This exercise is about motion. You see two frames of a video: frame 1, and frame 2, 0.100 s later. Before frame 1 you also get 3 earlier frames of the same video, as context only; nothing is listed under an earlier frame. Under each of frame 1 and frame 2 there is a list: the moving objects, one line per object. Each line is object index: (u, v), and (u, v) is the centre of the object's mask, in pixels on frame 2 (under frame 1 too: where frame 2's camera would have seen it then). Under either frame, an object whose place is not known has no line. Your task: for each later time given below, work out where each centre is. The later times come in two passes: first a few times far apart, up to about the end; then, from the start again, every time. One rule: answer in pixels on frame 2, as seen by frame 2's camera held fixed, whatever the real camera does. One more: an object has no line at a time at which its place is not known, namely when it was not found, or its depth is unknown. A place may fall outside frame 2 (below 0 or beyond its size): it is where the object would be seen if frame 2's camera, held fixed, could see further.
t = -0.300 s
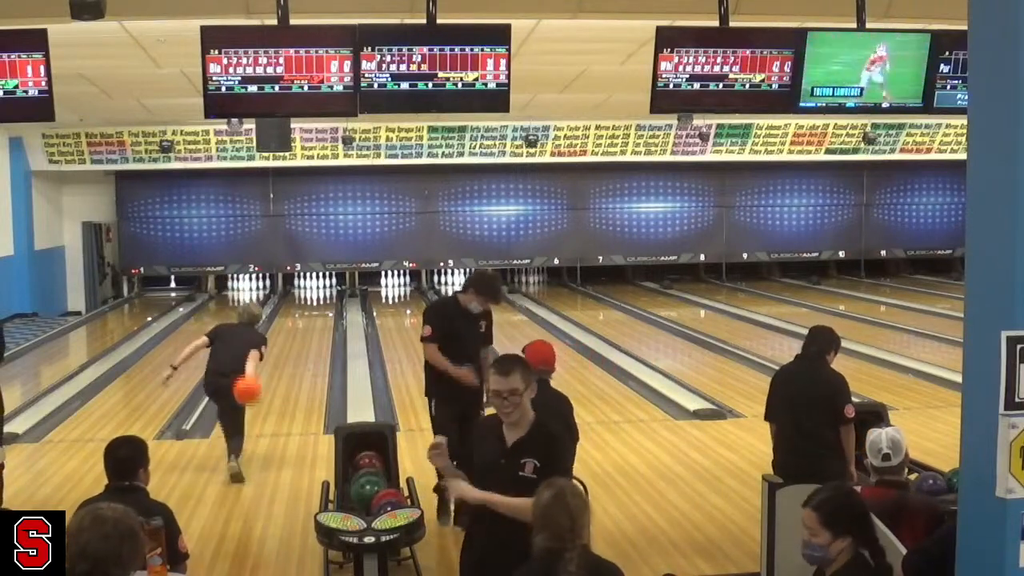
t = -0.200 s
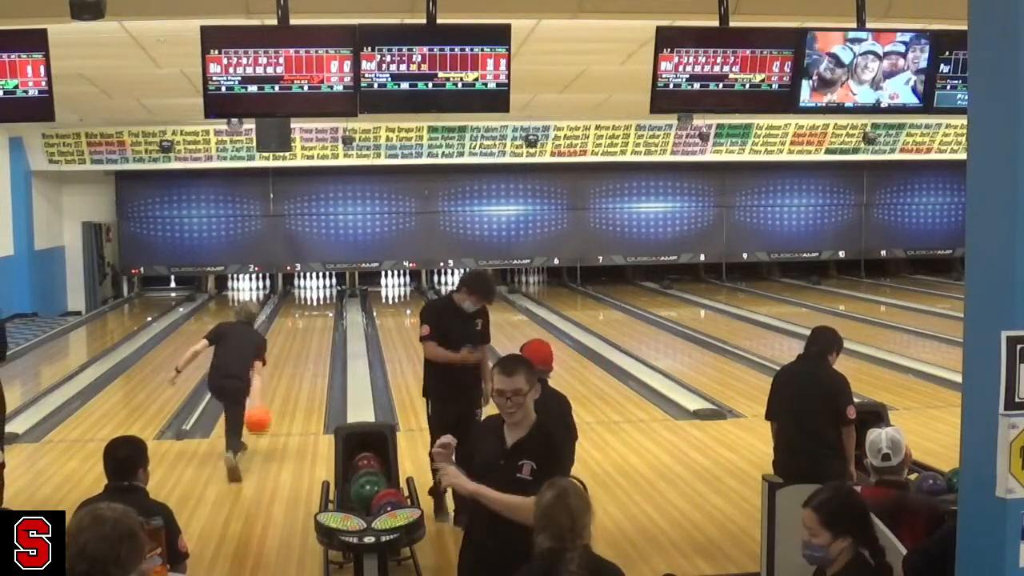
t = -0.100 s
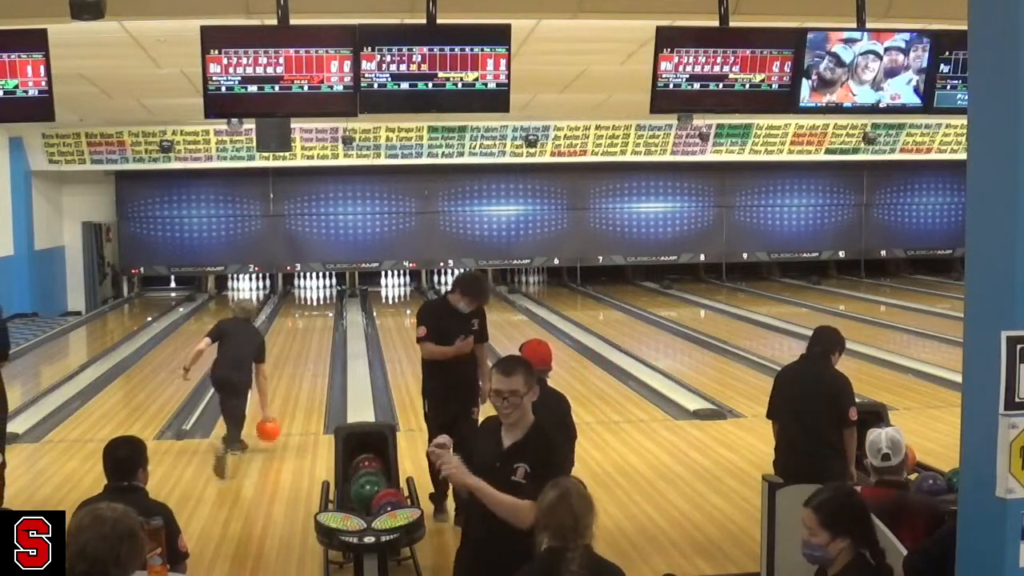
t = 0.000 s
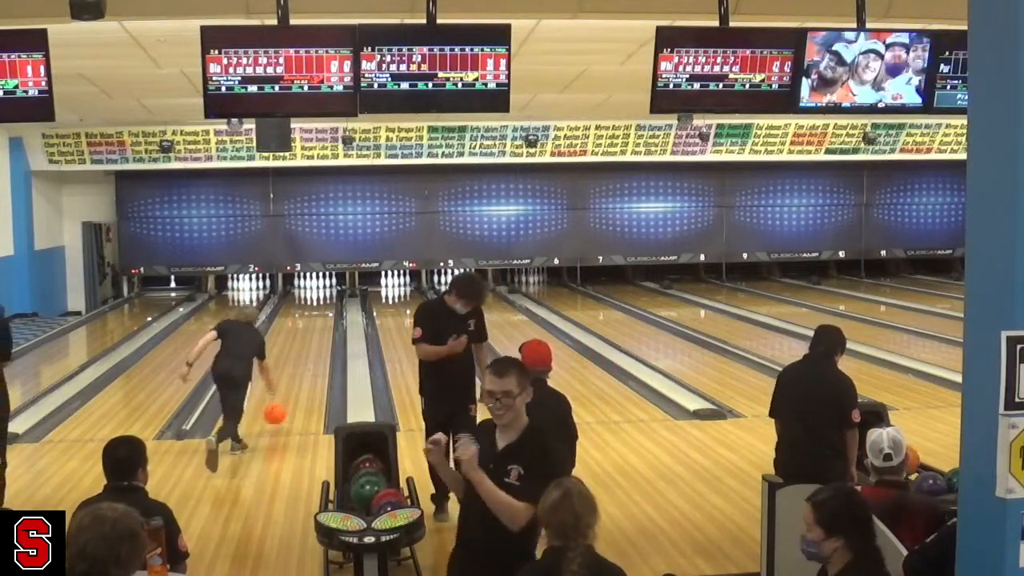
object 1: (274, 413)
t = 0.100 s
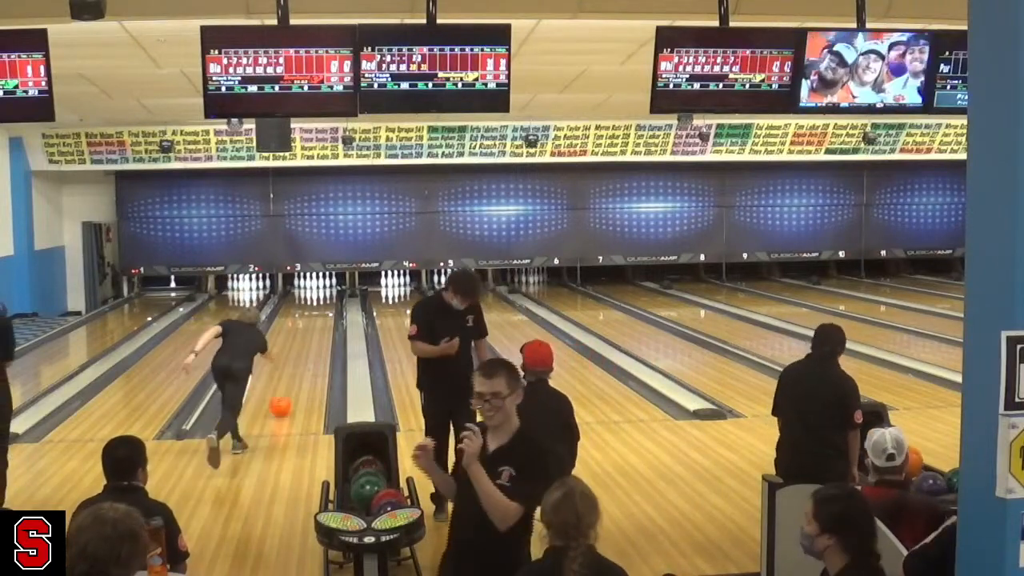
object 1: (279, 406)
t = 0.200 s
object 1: (284, 393)
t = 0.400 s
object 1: (295, 368)
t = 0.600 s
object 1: (298, 352)
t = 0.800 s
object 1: (303, 338)
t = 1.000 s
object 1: (306, 326)
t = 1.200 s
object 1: (309, 315)
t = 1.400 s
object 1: (312, 307)
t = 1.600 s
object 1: (315, 299)
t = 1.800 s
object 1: (316, 293)
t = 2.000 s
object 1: (318, 288)
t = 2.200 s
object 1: (323, 284)
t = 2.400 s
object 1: (327, 282)
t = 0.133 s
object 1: (282, 402)
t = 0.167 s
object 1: (283, 397)
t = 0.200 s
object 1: (284, 393)
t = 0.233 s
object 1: (286, 389)
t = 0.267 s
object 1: (287, 385)
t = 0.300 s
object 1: (289, 381)
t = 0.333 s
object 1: (290, 379)
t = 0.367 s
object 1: (292, 375)
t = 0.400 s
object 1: (295, 368)
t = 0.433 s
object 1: (295, 367)
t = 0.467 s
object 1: (295, 364)
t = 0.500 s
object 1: (296, 361)
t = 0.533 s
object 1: (297, 358)
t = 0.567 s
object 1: (297, 355)
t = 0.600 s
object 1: (298, 352)
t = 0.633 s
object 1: (299, 349)
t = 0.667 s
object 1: (299, 347)
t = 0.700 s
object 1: (300, 345)
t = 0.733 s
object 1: (301, 342)
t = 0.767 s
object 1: (302, 340)
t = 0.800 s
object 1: (303, 338)
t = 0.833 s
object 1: (303, 335)
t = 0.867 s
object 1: (304, 333)
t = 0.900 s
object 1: (304, 332)
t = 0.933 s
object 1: (305, 330)
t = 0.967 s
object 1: (306, 328)
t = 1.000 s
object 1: (306, 326)
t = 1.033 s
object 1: (306, 324)
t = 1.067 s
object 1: (307, 322)
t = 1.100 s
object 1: (308, 320)
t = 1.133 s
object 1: (308, 319)
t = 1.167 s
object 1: (309, 317)
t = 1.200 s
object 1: (309, 315)
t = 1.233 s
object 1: (310, 314)
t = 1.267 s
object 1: (310, 313)
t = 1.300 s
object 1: (310, 312)
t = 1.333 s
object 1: (311, 311)
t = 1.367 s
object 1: (312, 308)
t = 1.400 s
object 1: (312, 307)
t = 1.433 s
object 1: (312, 306)
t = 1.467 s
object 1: (313, 306)
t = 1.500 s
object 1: (314, 304)
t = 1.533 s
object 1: (314, 302)
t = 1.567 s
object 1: (315, 301)
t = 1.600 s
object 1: (315, 299)
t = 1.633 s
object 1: (315, 299)
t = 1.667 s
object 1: (315, 298)
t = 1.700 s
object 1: (316, 297)
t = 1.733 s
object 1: (316, 296)
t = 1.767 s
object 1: (316, 295)
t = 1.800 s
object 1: (316, 293)
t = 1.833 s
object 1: (317, 293)
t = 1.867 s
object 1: (317, 291)
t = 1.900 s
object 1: (317, 291)
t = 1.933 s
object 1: (318, 290)
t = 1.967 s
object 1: (318, 289)
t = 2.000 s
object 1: (318, 288)
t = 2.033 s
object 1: (318, 288)
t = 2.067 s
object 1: (319, 286)
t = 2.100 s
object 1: (319, 285)
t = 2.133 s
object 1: (319, 285)
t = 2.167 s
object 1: (321, 284)
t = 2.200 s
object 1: (323, 284)
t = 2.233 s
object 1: (324, 283)
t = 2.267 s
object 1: (325, 282)
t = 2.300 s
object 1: (325, 282)
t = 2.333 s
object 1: (326, 282)
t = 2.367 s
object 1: (326, 282)
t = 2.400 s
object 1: (327, 282)
